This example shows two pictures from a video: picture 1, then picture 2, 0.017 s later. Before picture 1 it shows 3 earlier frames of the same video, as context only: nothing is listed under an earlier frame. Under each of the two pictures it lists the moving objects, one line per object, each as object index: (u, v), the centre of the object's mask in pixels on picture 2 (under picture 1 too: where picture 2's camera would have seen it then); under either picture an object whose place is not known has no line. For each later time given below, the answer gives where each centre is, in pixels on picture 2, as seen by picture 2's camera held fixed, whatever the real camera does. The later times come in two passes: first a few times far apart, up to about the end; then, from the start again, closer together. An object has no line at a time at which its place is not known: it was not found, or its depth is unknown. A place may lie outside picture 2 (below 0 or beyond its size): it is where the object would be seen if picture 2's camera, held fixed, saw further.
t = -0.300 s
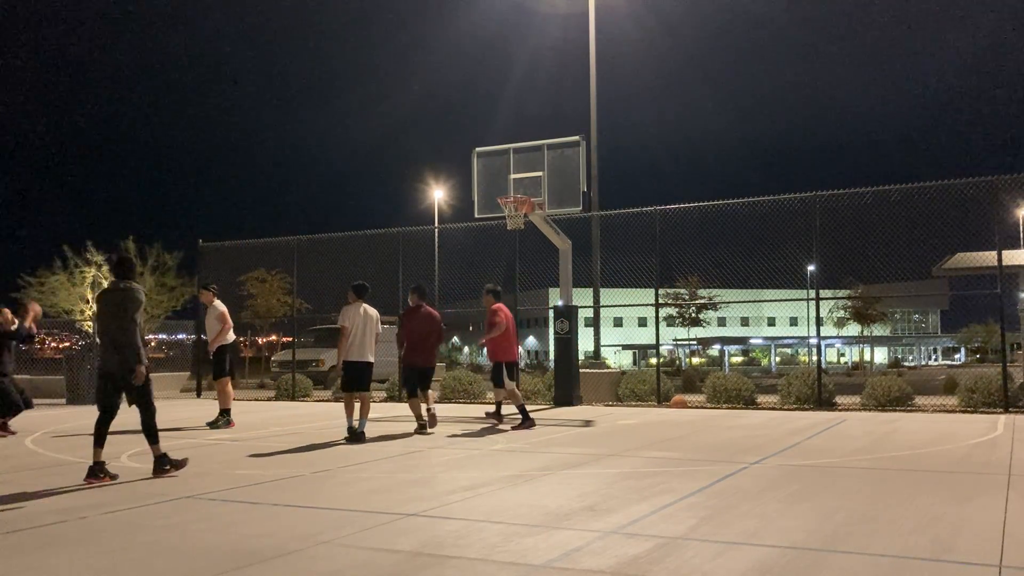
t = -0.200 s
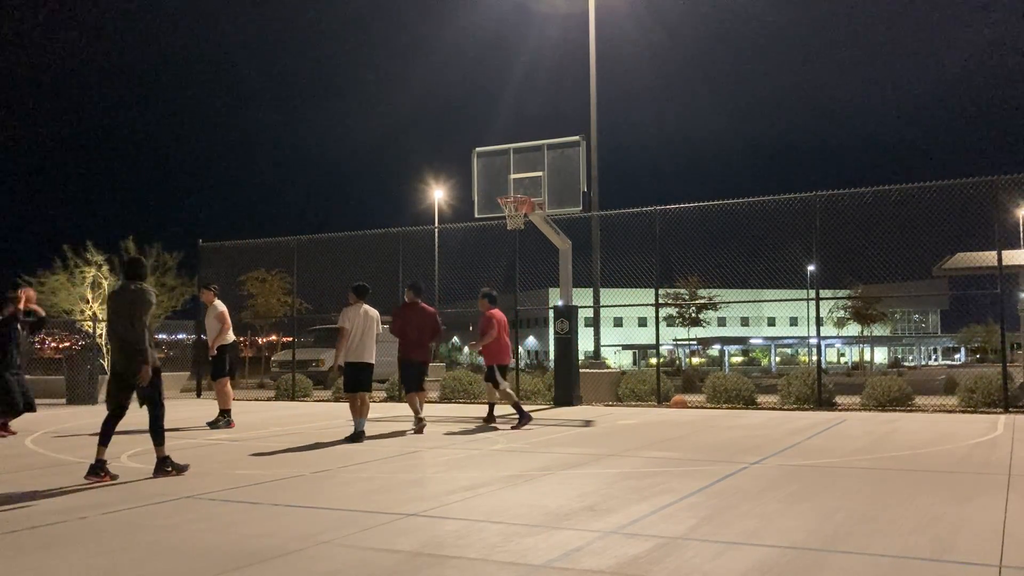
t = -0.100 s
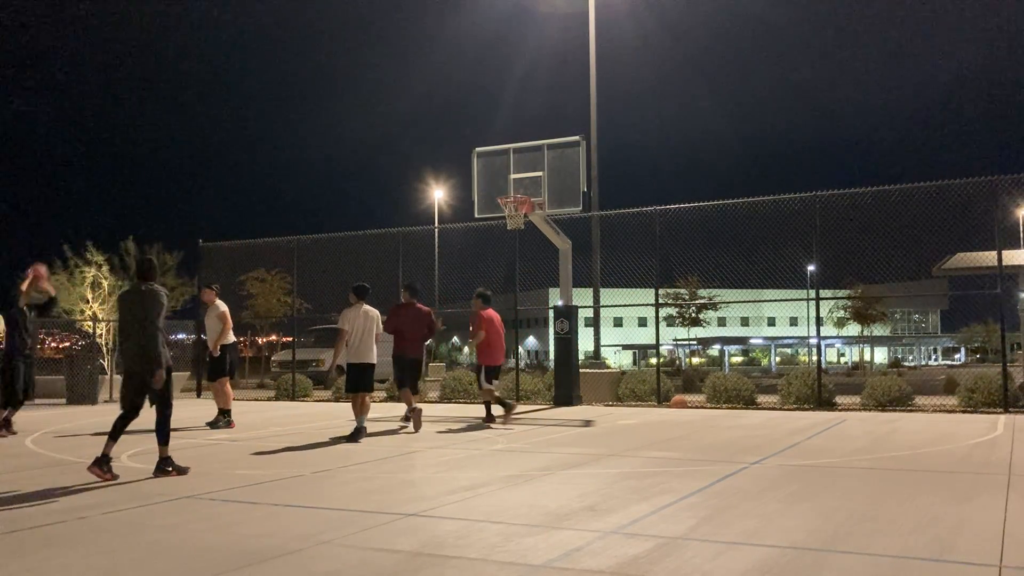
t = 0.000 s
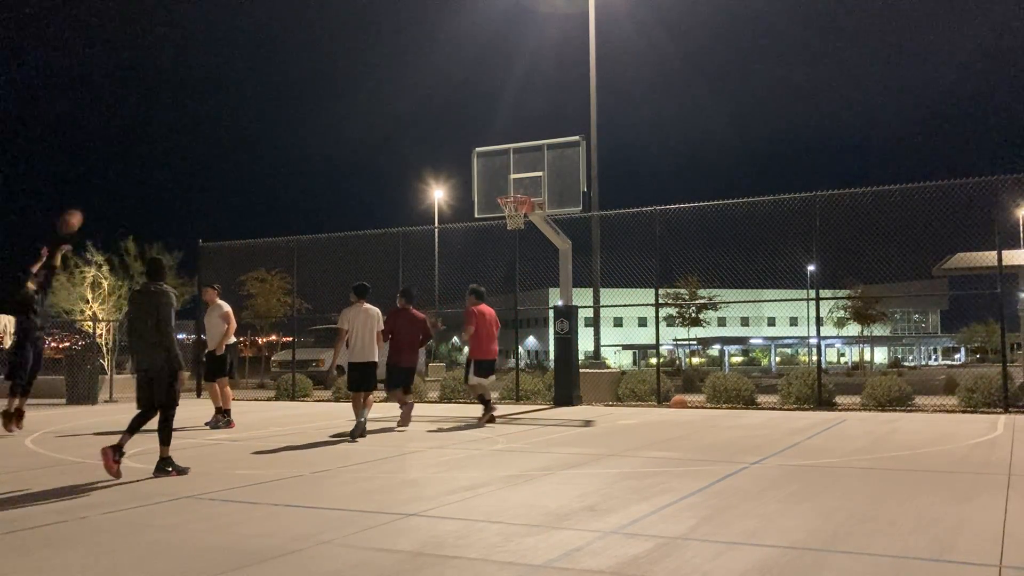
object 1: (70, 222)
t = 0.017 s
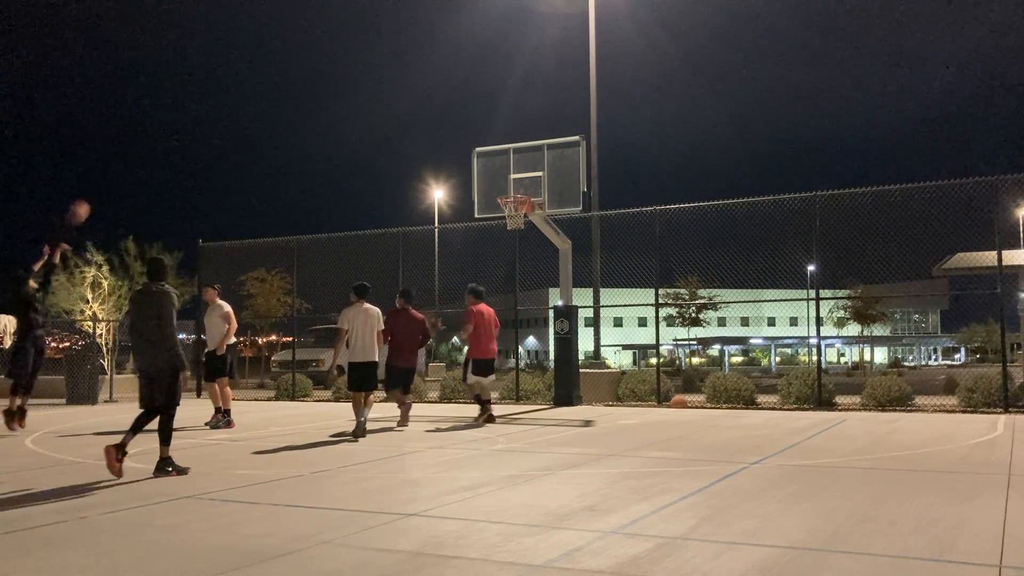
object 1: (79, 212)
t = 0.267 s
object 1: (179, 110)
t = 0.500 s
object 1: (264, 64)
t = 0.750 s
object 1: (347, 63)
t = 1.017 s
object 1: (429, 108)
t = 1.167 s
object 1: (470, 152)
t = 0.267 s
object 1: (179, 110)
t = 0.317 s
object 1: (198, 96)
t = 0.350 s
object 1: (210, 88)
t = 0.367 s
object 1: (216, 85)
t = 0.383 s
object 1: (223, 81)
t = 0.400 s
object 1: (229, 78)
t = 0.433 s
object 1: (240, 73)
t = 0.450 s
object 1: (247, 70)
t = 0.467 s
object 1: (253, 68)
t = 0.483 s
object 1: (258, 66)
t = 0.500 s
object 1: (264, 64)
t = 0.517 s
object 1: (270, 63)
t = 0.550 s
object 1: (281, 60)
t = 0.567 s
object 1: (287, 60)
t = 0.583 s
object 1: (292, 59)
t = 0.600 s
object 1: (299, 58)
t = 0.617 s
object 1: (304, 58)
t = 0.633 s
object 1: (310, 58)
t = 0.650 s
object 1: (315, 58)
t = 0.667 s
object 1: (320, 59)
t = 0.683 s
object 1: (326, 59)
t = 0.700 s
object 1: (331, 60)
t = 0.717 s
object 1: (336, 61)
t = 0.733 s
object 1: (343, 62)
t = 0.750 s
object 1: (347, 63)
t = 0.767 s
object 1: (352, 65)
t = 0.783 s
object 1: (358, 66)
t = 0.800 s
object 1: (364, 68)
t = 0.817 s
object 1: (368, 70)
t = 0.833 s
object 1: (373, 72)
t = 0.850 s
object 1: (378, 75)
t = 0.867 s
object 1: (384, 77)
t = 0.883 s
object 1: (388, 80)
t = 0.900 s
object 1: (394, 83)
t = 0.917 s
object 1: (399, 86)
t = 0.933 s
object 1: (404, 89)
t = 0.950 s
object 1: (409, 93)
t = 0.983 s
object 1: (419, 100)
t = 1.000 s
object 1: (424, 104)
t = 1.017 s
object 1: (429, 108)
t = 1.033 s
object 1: (433, 113)
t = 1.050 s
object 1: (438, 117)
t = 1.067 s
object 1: (443, 122)
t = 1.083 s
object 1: (448, 126)
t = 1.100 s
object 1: (452, 132)
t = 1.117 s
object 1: (457, 136)
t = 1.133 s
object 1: (461, 141)
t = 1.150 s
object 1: (466, 147)
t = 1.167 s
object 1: (470, 152)
